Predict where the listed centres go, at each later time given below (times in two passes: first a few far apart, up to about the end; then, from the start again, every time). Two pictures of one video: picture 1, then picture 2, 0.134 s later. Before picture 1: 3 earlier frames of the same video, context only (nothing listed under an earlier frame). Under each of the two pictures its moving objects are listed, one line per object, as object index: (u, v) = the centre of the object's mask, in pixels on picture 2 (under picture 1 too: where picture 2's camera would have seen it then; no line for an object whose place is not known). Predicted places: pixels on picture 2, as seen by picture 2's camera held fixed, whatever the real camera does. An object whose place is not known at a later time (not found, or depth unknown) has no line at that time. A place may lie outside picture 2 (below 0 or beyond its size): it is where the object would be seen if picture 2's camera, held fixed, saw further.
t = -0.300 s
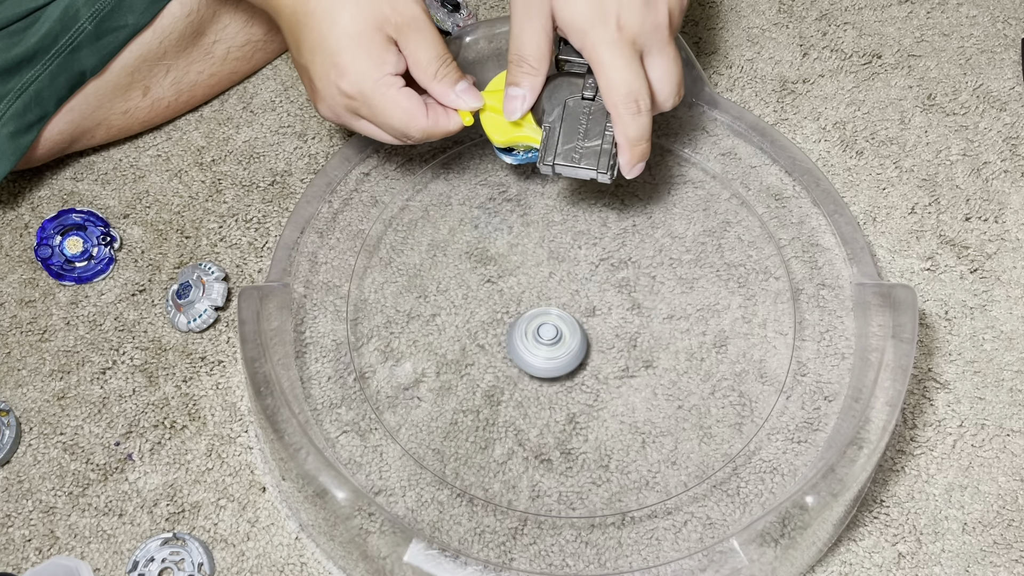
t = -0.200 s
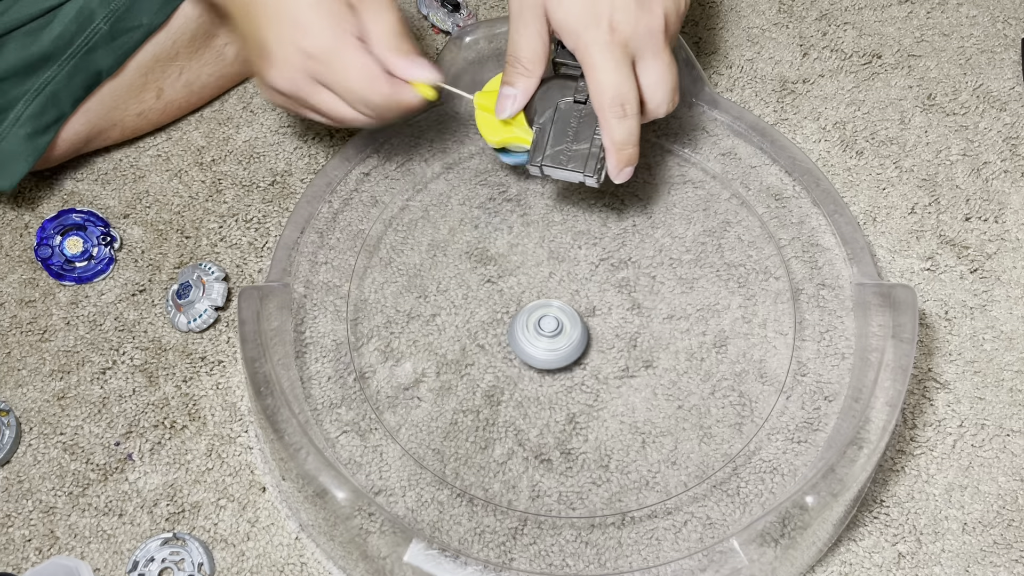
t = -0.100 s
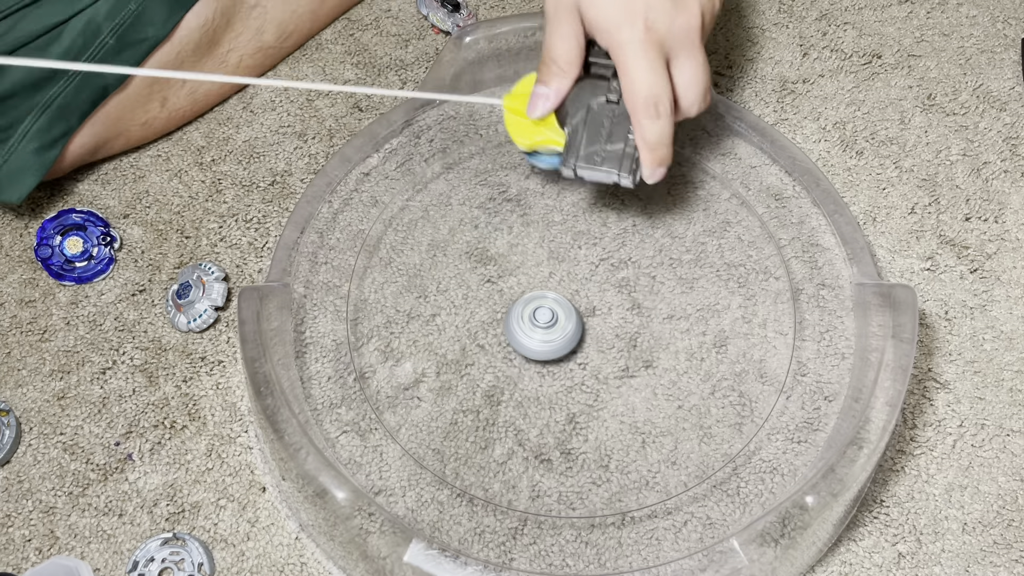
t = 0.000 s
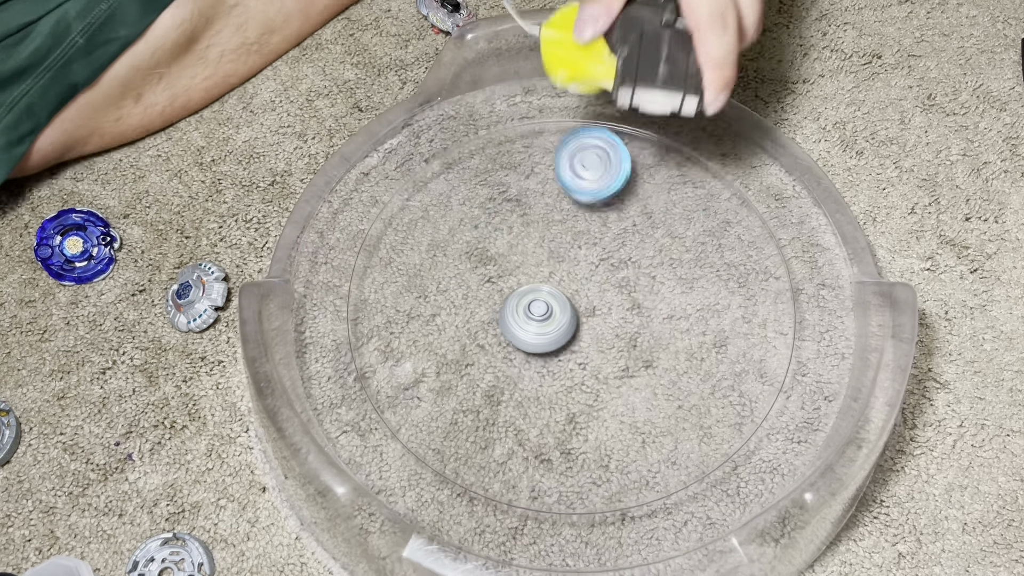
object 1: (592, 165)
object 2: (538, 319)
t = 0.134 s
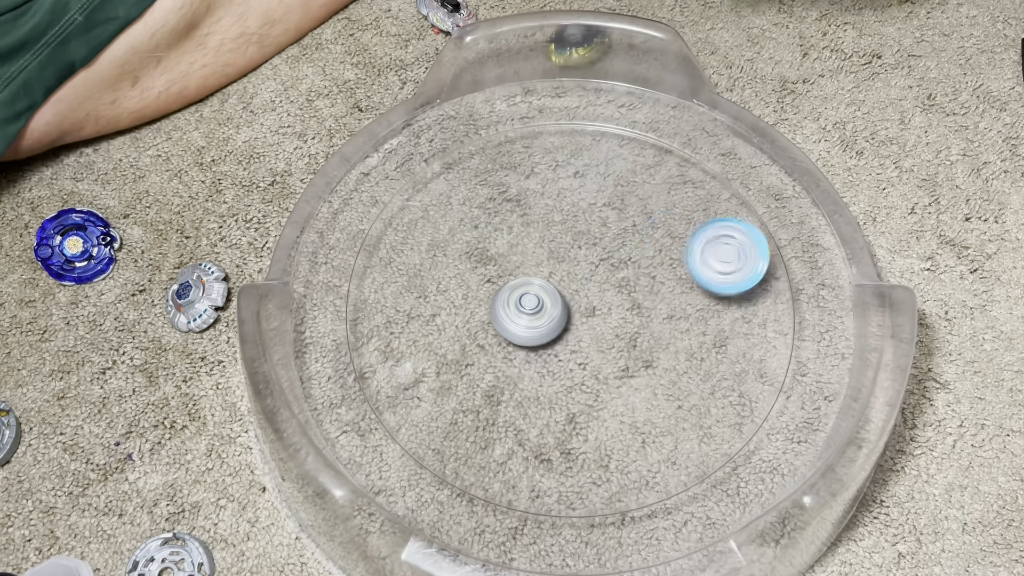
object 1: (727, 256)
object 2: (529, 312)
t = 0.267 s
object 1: (838, 225)
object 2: (524, 315)
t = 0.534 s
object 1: (823, 202)
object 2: (538, 318)
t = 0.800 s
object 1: (837, 261)
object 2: (546, 294)
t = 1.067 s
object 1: (771, 286)
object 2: (533, 286)
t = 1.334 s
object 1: (599, 429)
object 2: (546, 294)
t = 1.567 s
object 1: (708, 511)
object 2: (562, 283)
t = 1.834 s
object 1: (650, 470)
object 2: (560, 275)
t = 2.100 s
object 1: (482, 370)
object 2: (568, 282)
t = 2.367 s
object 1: (471, 459)
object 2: (580, 280)
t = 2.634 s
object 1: (511, 303)
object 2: (596, 266)
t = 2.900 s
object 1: (377, 379)
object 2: (568, 272)
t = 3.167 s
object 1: (527, 381)
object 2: (653, 242)
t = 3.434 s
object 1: (459, 294)
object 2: (564, 185)
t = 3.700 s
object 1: (541, 404)
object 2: (504, 342)
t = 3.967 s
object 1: (644, 183)
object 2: (653, 393)
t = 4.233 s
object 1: (385, 219)
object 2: (681, 290)
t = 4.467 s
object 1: (574, 409)
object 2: (582, 283)
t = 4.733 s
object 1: (732, 173)
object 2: (552, 360)
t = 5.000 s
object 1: (457, 208)
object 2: (597, 376)
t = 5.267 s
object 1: (651, 436)
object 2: (596, 347)
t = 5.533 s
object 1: (741, 208)
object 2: (564, 334)
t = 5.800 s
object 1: (469, 272)
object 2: (539, 339)
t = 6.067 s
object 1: (617, 492)
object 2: (536, 346)
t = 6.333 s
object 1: (701, 262)
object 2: (539, 330)
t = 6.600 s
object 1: (423, 250)
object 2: (530, 313)
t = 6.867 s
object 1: (500, 465)
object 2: (526, 306)
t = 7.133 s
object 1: (681, 270)
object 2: (536, 298)
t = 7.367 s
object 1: (492, 145)
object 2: (544, 286)
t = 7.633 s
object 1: (401, 331)
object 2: (548, 280)
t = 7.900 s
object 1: (697, 357)
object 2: (560, 281)
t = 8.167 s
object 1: (665, 135)
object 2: (576, 277)
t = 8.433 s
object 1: (457, 252)
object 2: (583, 279)
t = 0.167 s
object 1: (773, 255)
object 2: (527, 312)
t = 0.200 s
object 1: (807, 241)
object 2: (525, 313)
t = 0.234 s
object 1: (831, 232)
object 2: (524, 314)
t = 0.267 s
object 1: (838, 225)
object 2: (524, 315)
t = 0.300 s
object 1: (834, 216)
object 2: (525, 316)
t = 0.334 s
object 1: (824, 206)
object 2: (525, 318)
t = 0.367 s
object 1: (821, 200)
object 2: (526, 319)
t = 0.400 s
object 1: (822, 196)
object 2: (528, 320)
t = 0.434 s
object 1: (819, 194)
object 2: (530, 320)
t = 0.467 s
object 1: (818, 194)
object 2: (532, 320)
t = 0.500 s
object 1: (822, 197)
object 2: (534, 320)
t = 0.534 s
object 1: (823, 202)
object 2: (538, 318)
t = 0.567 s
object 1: (829, 211)
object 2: (540, 317)
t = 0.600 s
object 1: (834, 221)
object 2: (543, 314)
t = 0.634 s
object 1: (840, 231)
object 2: (545, 311)
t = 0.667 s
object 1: (842, 240)
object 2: (547, 308)
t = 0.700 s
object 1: (846, 250)
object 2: (548, 304)
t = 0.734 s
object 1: (843, 255)
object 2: (548, 301)
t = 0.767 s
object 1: (840, 258)
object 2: (548, 297)
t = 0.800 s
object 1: (837, 261)
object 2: (546, 294)
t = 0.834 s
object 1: (835, 265)
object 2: (545, 291)
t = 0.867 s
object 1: (833, 268)
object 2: (543, 289)
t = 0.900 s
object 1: (829, 270)
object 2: (541, 287)
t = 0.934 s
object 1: (822, 273)
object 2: (539, 286)
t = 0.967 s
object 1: (811, 277)
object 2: (537, 285)
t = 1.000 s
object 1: (798, 280)
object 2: (535, 285)
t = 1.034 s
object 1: (781, 284)
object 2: (534, 286)
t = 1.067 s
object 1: (771, 286)
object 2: (533, 286)
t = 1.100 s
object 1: (748, 289)
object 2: (533, 288)
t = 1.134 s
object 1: (721, 294)
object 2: (532, 289)
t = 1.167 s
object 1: (690, 302)
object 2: (533, 291)
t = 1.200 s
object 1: (660, 318)
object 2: (534, 292)
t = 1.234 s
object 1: (635, 340)
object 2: (536, 293)
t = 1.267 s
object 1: (614, 366)
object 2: (539, 294)
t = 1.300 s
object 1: (602, 397)
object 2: (542, 295)
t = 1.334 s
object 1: (599, 429)
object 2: (546, 294)
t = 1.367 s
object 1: (607, 462)
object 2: (549, 294)
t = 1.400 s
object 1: (625, 493)
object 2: (552, 292)
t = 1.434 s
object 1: (651, 489)
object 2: (554, 291)
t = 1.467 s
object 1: (675, 491)
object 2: (556, 290)
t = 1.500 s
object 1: (695, 498)
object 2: (559, 288)
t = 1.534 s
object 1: (711, 509)
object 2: (561, 285)
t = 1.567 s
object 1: (708, 511)
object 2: (562, 283)
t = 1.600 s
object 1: (702, 514)
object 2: (563, 281)
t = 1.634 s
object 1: (698, 517)
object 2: (562, 279)
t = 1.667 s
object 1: (693, 516)
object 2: (562, 277)
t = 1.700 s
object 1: (689, 512)
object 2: (561, 276)
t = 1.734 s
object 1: (680, 504)
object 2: (561, 276)
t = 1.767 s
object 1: (671, 495)
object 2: (560, 276)
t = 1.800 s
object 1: (660, 484)
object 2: (560, 275)
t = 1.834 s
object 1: (650, 470)
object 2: (560, 275)
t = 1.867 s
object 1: (638, 454)
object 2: (560, 275)
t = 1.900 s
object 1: (625, 437)
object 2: (560, 276)
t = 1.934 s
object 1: (612, 420)
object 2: (560, 277)
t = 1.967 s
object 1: (593, 404)
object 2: (561, 278)
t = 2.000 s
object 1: (569, 388)
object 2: (562, 279)
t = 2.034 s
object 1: (541, 377)
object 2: (564, 280)
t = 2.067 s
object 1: (511, 371)
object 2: (566, 281)
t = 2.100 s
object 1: (482, 370)
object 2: (568, 282)
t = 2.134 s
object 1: (454, 376)
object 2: (571, 282)
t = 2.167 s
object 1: (430, 387)
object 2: (573, 283)
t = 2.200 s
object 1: (409, 405)
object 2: (576, 283)
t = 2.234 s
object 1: (409, 421)
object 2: (577, 283)
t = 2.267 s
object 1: (431, 437)
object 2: (577, 282)
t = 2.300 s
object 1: (450, 453)
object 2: (578, 281)
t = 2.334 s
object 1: (460, 458)
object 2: (579, 281)
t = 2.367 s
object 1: (471, 459)
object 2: (580, 280)
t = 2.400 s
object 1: (483, 454)
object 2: (581, 280)
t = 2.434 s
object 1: (499, 444)
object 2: (581, 280)
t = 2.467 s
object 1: (518, 431)
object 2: (582, 280)
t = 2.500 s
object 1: (536, 408)
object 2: (583, 280)
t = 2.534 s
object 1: (548, 379)
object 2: (583, 280)
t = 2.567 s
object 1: (550, 346)
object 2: (584, 281)
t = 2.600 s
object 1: (535, 318)
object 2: (590, 273)
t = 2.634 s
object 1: (511, 303)
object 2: (596, 266)
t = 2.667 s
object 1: (482, 290)
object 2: (599, 260)
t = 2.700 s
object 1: (450, 284)
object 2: (598, 256)
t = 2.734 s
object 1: (415, 283)
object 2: (595, 255)
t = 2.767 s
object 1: (381, 290)
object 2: (590, 256)
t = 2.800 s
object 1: (354, 305)
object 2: (585, 259)
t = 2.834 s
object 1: (358, 330)
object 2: (578, 261)
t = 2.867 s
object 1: (363, 358)
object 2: (573, 266)
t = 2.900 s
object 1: (377, 379)
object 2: (568, 272)
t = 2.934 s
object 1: (398, 395)
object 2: (566, 279)
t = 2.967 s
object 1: (425, 403)
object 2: (565, 287)
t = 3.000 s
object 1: (458, 404)
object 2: (567, 295)
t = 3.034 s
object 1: (497, 396)
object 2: (570, 302)
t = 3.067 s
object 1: (531, 377)
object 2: (575, 309)
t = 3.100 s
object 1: (546, 361)
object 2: (592, 301)
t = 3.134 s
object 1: (536, 368)
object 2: (623, 266)
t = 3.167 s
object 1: (527, 381)
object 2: (653, 242)
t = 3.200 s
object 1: (527, 373)
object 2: (668, 217)
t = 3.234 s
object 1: (527, 364)
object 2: (674, 198)
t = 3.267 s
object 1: (527, 352)
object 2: (668, 184)
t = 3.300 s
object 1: (523, 336)
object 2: (655, 175)
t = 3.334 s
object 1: (514, 321)
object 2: (636, 171)
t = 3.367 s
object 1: (498, 307)
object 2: (612, 171)
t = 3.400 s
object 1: (480, 298)
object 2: (588, 176)
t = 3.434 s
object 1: (459, 294)
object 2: (564, 185)
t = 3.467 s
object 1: (439, 298)
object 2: (542, 199)
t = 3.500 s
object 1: (421, 308)
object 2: (524, 215)
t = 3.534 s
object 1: (411, 327)
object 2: (509, 235)
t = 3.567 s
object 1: (413, 350)
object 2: (498, 258)
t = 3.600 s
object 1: (430, 373)
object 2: (492, 282)
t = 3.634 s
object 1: (460, 390)
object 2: (490, 307)
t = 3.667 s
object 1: (500, 397)
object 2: (495, 328)
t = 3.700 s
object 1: (541, 404)
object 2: (504, 342)
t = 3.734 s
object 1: (580, 407)
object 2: (518, 354)
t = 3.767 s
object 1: (617, 395)
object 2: (534, 367)
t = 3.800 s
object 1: (649, 370)
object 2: (552, 379)
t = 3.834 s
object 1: (671, 335)
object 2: (571, 389)
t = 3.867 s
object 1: (681, 296)
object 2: (591, 396)
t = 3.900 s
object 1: (679, 256)
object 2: (613, 399)
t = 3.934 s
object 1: (665, 218)
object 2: (634, 398)
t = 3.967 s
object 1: (644, 183)
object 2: (653, 393)
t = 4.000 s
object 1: (615, 156)
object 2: (670, 385)
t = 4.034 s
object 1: (581, 135)
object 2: (684, 373)
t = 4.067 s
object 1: (546, 121)
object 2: (694, 359)
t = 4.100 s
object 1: (508, 122)
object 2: (700, 344)
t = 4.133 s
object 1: (469, 139)
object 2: (701, 328)
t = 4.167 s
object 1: (433, 156)
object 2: (698, 314)
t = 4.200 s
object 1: (404, 185)
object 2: (691, 301)
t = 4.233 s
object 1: (385, 219)
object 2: (681, 290)
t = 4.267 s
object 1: (380, 256)
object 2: (668, 281)
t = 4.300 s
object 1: (387, 294)
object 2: (654, 275)
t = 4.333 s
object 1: (406, 331)
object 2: (639, 272)
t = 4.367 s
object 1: (436, 365)
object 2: (624, 271)
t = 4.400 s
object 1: (477, 390)
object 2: (609, 273)
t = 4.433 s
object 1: (524, 406)
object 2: (595, 277)
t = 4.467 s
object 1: (574, 409)
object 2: (582, 283)
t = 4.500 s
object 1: (623, 400)
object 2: (572, 291)
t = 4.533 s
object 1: (666, 381)
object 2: (563, 300)
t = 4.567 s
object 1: (701, 353)
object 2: (555, 310)
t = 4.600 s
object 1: (727, 319)
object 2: (551, 321)
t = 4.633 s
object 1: (742, 281)
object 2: (548, 331)
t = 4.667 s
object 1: (746, 243)
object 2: (548, 342)
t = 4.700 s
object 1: (744, 207)
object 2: (549, 352)
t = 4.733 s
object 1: (732, 173)
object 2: (552, 360)
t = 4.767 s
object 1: (698, 149)
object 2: (558, 368)
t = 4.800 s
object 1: (658, 131)
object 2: (565, 373)
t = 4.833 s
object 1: (616, 120)
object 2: (571, 377)
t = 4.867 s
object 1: (572, 120)
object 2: (578, 379)
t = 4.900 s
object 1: (533, 129)
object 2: (584, 380)
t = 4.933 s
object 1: (502, 148)
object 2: (589, 379)
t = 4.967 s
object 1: (477, 175)
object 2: (593, 378)
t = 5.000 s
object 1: (457, 208)
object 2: (597, 376)
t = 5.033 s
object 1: (446, 247)
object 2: (600, 373)
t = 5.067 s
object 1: (446, 287)
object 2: (602, 370)
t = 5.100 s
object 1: (457, 328)
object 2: (603, 366)
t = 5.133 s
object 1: (480, 365)
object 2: (604, 363)
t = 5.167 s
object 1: (513, 397)
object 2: (603, 359)
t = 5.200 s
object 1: (555, 420)
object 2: (602, 355)
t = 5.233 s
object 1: (601, 434)
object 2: (600, 351)
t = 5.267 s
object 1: (651, 436)
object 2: (596, 347)
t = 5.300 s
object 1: (698, 427)
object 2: (593, 344)
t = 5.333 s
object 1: (740, 412)
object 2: (589, 341)
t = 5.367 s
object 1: (775, 387)
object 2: (584, 339)
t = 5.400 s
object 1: (788, 347)
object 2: (580, 338)
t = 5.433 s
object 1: (793, 306)
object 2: (576, 337)
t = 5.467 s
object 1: (784, 265)
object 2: (572, 336)
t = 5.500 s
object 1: (767, 232)
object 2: (568, 335)
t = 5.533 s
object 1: (741, 208)
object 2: (564, 334)
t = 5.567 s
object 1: (709, 191)
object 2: (560, 334)
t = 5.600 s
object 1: (673, 182)
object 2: (556, 334)
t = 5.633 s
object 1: (634, 178)
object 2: (553, 334)
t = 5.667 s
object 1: (593, 183)
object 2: (549, 335)
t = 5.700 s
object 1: (554, 195)
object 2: (546, 336)
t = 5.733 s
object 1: (521, 215)
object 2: (543, 337)
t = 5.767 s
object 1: (491, 241)
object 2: (540, 338)
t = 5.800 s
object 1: (469, 272)
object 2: (539, 339)
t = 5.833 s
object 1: (454, 307)
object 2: (537, 340)
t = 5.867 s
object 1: (449, 345)
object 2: (536, 342)
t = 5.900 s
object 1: (455, 382)
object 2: (535, 343)
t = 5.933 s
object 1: (471, 418)
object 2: (535, 344)
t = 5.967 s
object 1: (498, 450)
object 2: (534, 345)
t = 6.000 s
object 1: (530, 478)
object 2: (534, 345)
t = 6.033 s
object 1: (568, 497)
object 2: (535, 346)
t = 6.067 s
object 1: (617, 492)
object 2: (536, 346)
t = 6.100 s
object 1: (662, 481)
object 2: (537, 346)
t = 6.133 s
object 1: (704, 459)
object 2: (537, 344)
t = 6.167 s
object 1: (731, 429)
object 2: (538, 343)
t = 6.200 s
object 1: (746, 395)
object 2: (539, 341)
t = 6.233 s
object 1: (749, 359)
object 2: (539, 339)
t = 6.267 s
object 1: (742, 326)
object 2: (540, 336)
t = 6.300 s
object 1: (725, 292)
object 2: (539, 333)
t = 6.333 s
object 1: (701, 262)
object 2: (539, 330)
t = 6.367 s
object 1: (671, 238)
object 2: (538, 327)
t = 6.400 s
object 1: (635, 220)
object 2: (537, 325)
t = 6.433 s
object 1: (597, 209)
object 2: (536, 322)
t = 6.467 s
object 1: (559, 205)
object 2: (535, 320)
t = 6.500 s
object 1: (521, 207)
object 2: (534, 318)
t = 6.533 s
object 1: (485, 215)
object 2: (532, 316)
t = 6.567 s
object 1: (453, 229)
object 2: (531, 314)
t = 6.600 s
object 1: (423, 250)
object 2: (530, 313)
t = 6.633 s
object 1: (400, 275)
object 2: (529, 311)
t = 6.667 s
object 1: (382, 304)
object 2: (528, 310)
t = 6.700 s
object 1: (372, 336)
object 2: (527, 309)
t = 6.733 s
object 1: (371, 369)
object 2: (527, 309)
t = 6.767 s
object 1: (388, 403)
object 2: (526, 308)
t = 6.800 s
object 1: (423, 435)
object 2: (526, 307)
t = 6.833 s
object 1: (461, 455)
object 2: (526, 306)
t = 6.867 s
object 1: (500, 465)
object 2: (526, 306)
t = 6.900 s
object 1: (543, 466)
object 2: (526, 305)
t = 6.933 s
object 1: (583, 456)
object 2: (527, 304)
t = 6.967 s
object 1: (620, 437)
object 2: (528, 303)
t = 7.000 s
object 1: (651, 410)
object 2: (529, 303)
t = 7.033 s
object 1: (672, 377)
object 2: (530, 302)
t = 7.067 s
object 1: (685, 341)
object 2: (532, 301)
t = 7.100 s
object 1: (687, 306)
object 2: (534, 300)
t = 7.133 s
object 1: (681, 270)
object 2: (536, 298)
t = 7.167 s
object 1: (667, 238)
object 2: (537, 297)
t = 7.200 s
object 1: (646, 209)
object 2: (539, 295)
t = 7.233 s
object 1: (621, 185)
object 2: (540, 293)
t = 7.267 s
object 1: (592, 166)
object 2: (541, 292)
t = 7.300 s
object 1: (559, 153)
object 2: (542, 290)
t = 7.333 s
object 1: (525, 146)
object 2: (543, 288)
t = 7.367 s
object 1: (492, 145)
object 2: (544, 286)
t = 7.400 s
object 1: (460, 152)
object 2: (545, 285)
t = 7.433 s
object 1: (433, 164)
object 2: (545, 283)
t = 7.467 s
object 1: (409, 182)
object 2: (546, 282)
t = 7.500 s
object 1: (390, 206)
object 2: (546, 281)
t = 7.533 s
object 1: (380, 234)
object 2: (546, 281)
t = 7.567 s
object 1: (377, 266)
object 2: (547, 280)
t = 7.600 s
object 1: (384, 299)
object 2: (547, 280)
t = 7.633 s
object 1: (401, 331)
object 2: (548, 280)
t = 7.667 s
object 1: (426, 362)
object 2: (549, 280)
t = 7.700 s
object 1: (461, 386)
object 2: (550, 280)
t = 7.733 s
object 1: (501, 403)
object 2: (551, 280)
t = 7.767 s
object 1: (544, 411)
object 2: (553, 280)
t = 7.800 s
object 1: (587, 409)
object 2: (554, 280)
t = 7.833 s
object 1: (630, 399)
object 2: (557, 281)
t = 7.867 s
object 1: (667, 381)
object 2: (558, 281)
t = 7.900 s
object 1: (697, 357)
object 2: (560, 281)
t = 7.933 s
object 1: (721, 328)
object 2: (562, 281)
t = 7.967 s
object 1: (736, 295)
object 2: (565, 280)
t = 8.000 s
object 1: (743, 262)
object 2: (567, 280)
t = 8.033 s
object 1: (743, 229)
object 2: (569, 280)
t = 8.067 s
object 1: (735, 199)
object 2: (571, 279)
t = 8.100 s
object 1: (722, 173)
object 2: (573, 278)
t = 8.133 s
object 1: (700, 150)
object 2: (575, 278)
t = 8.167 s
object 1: (665, 135)
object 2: (576, 277)
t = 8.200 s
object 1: (629, 125)
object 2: (577, 277)
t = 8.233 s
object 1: (595, 125)
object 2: (578, 276)
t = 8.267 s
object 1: (564, 132)
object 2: (579, 276)
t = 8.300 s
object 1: (535, 145)
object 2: (579, 276)
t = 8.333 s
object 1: (508, 165)
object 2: (580, 277)
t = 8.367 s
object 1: (485, 190)
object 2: (581, 278)
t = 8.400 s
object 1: (467, 219)
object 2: (582, 278)
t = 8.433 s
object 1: (457, 252)
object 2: (583, 279)
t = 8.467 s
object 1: (455, 286)
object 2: (584, 280)
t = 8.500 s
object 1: (460, 321)
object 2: (584, 281)
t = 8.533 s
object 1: (474, 356)
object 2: (586, 282)
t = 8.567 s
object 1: (496, 384)
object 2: (586, 283)
